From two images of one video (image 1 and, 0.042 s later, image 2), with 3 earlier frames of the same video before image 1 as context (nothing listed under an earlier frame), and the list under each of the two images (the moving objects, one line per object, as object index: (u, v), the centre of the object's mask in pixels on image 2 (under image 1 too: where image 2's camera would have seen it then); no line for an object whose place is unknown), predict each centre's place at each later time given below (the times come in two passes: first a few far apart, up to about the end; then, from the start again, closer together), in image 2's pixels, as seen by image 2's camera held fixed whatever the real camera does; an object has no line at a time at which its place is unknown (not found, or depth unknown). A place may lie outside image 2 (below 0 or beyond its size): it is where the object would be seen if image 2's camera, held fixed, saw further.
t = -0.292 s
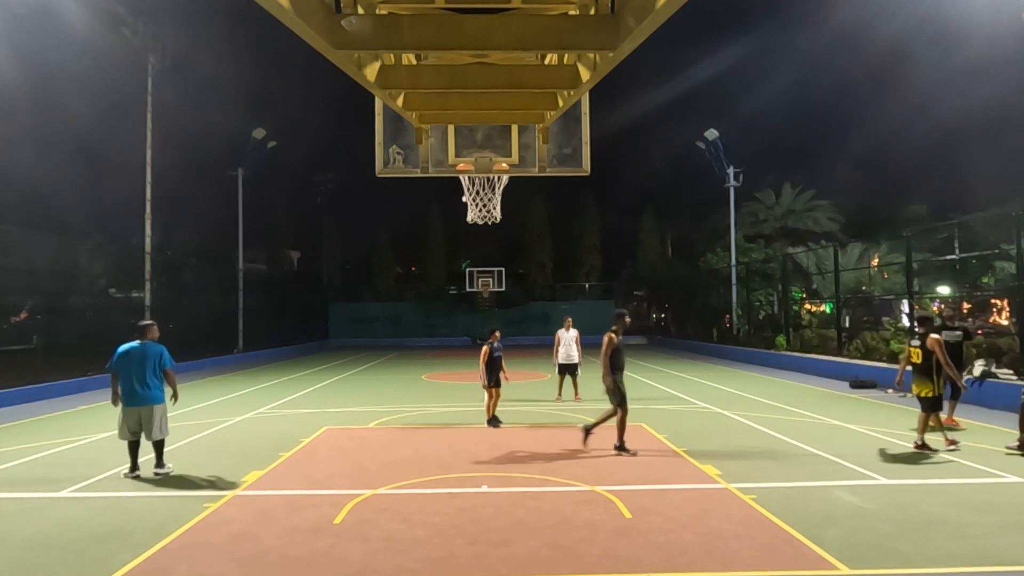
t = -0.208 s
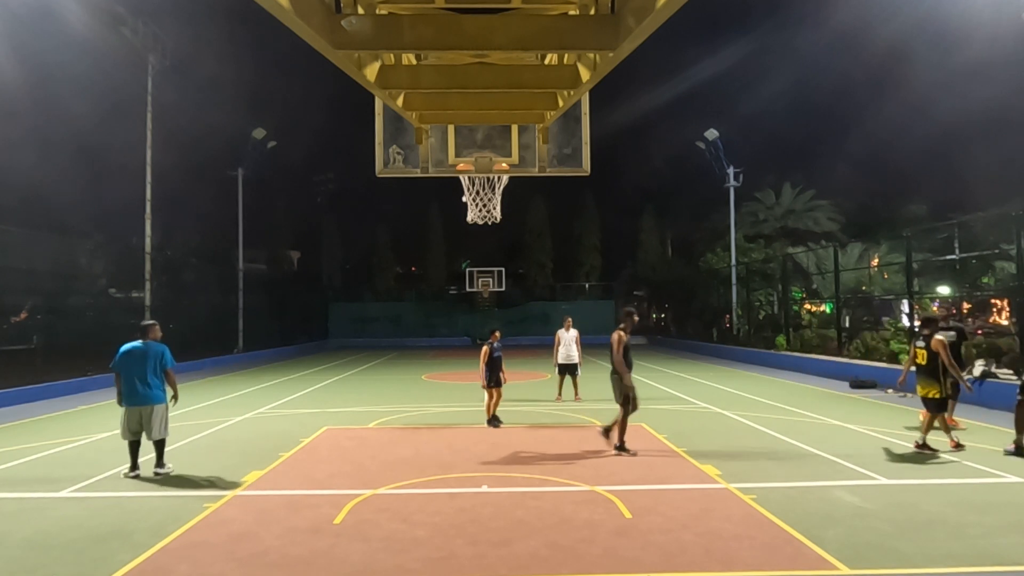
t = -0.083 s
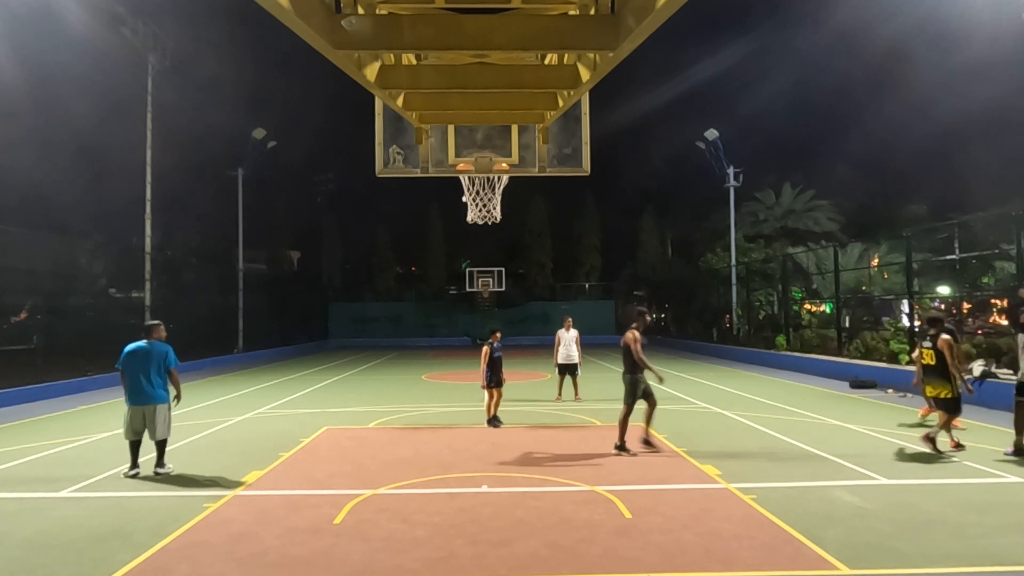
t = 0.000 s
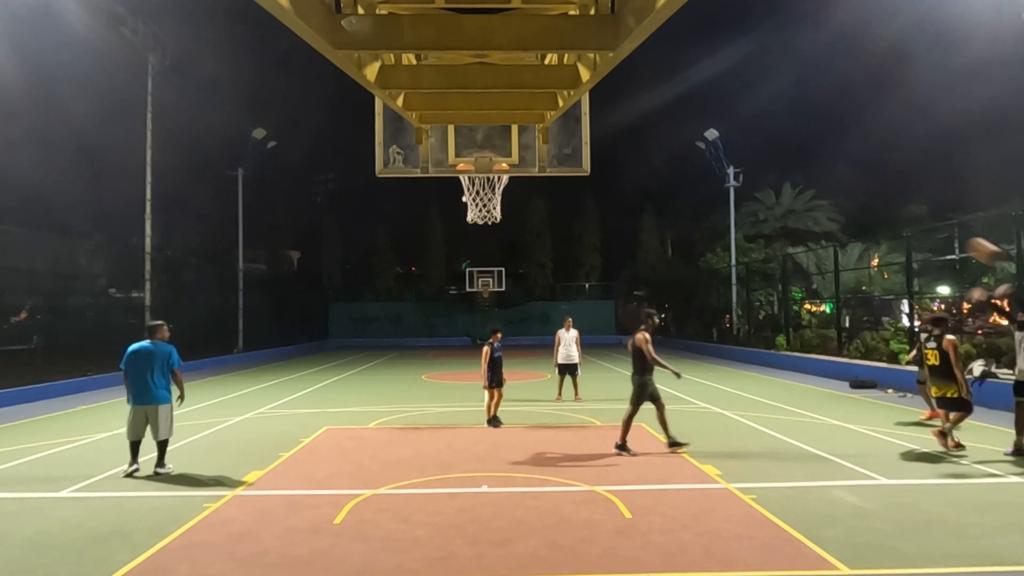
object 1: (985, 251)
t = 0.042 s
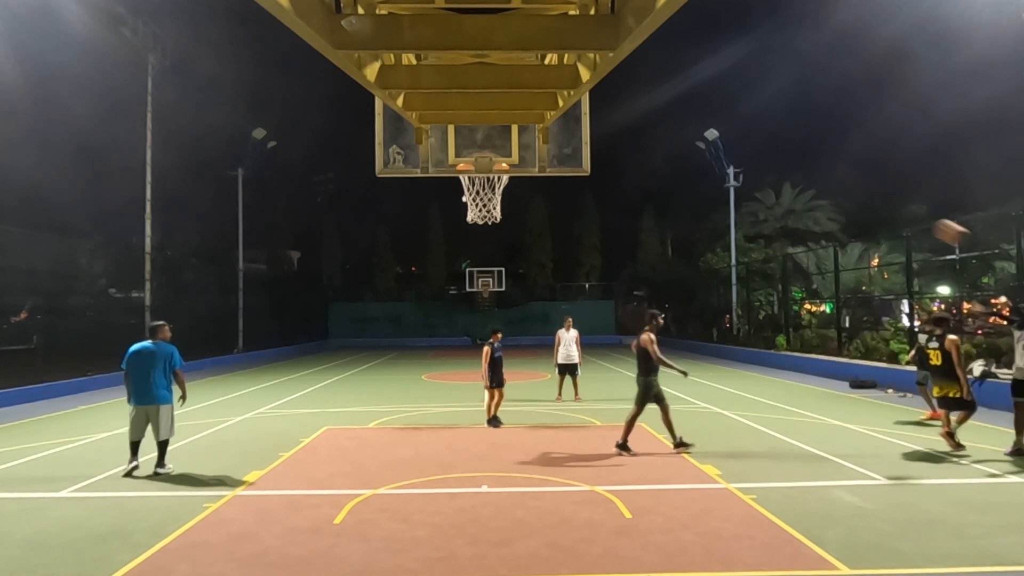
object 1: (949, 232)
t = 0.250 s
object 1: (789, 163)
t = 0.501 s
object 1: (603, 127)
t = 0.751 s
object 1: (408, 144)
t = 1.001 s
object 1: (236, 210)
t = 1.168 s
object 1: (116, 280)
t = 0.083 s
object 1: (918, 216)
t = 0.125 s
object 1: (885, 200)
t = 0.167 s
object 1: (853, 187)
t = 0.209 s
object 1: (821, 174)
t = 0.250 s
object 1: (789, 163)
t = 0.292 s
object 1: (757, 154)
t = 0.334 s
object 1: (726, 146)
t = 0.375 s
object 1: (692, 139)
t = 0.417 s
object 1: (662, 133)
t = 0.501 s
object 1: (603, 127)
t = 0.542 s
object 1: (566, 126)
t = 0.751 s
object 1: (408, 144)
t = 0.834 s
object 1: (356, 161)
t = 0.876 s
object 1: (326, 171)
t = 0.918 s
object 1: (295, 183)
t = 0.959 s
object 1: (266, 195)
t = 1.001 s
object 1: (236, 210)
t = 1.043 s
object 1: (206, 226)
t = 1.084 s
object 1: (177, 241)
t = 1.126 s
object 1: (146, 260)
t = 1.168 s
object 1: (116, 280)
